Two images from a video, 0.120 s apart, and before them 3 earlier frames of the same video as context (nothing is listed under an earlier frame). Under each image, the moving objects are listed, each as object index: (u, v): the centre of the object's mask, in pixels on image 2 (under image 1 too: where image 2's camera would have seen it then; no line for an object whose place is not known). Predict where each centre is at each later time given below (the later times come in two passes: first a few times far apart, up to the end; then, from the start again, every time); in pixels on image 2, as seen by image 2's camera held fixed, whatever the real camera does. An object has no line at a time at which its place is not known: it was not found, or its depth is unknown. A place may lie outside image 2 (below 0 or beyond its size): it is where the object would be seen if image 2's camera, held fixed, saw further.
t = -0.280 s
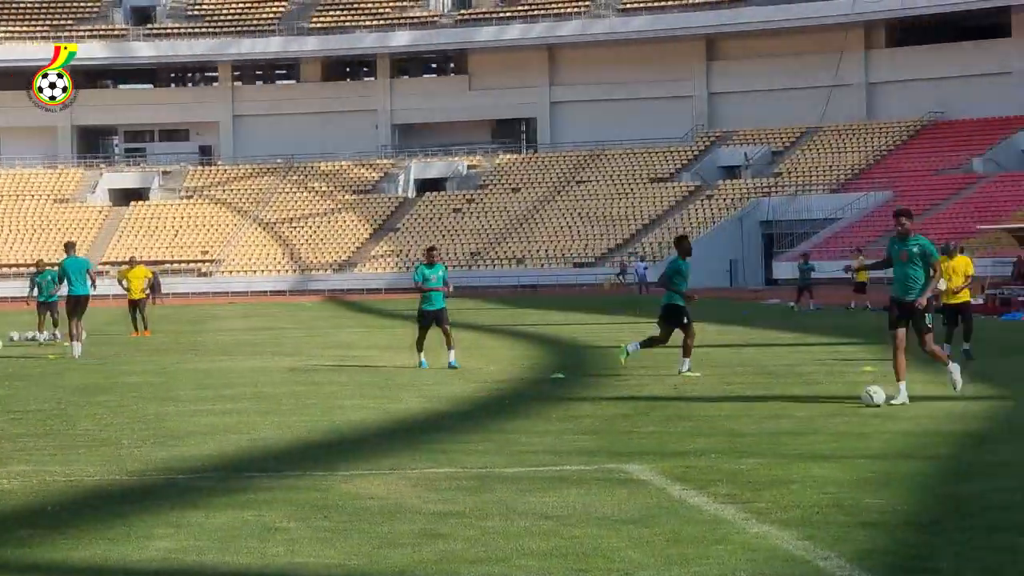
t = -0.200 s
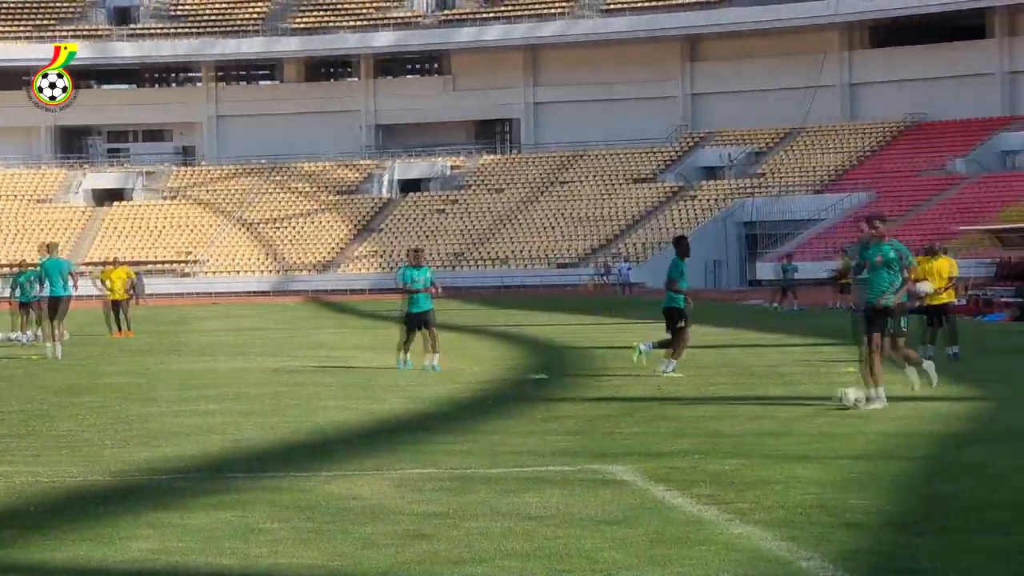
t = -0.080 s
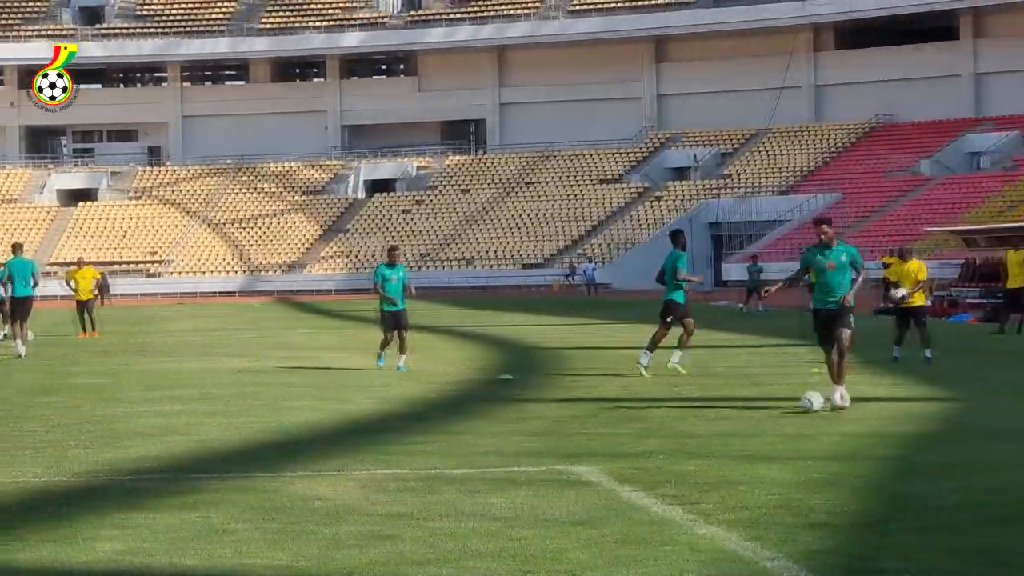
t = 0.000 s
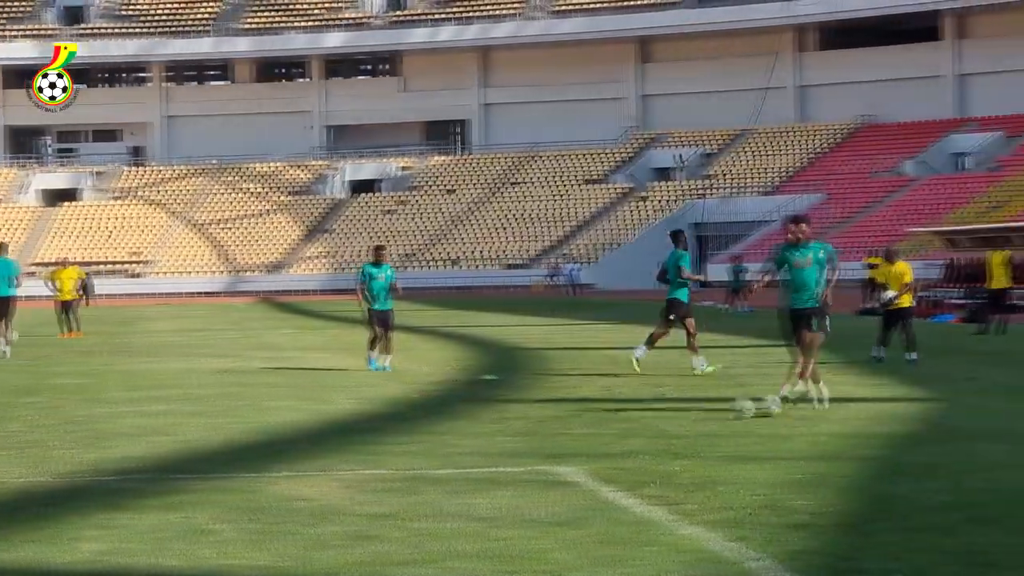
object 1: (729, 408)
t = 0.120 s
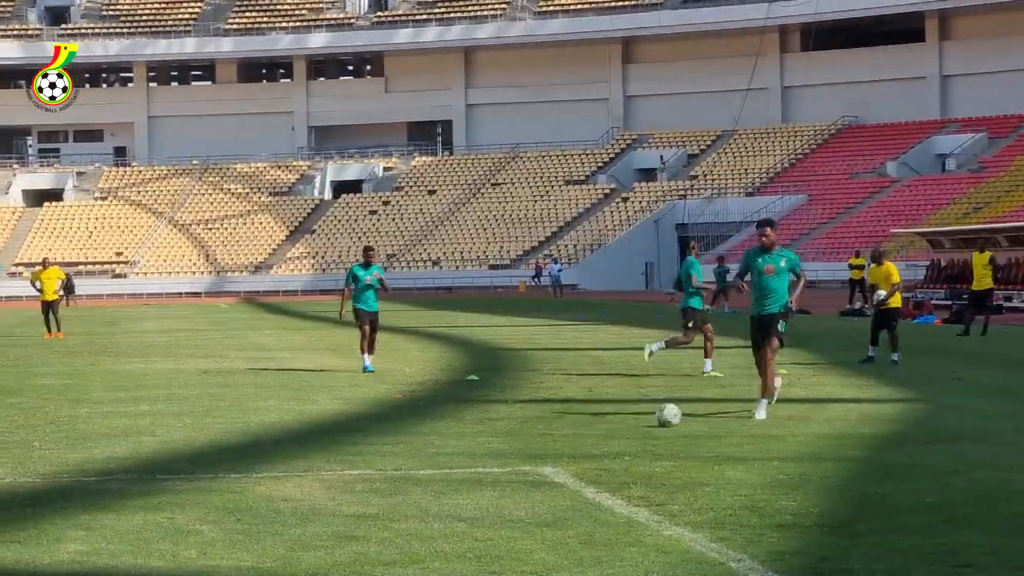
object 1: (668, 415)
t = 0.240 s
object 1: (592, 421)
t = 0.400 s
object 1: (516, 427)
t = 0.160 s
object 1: (648, 417)
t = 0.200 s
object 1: (620, 419)
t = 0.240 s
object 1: (592, 421)
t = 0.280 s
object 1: (573, 422)
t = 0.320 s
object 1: (555, 424)
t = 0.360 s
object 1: (536, 426)
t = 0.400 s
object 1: (516, 427)
